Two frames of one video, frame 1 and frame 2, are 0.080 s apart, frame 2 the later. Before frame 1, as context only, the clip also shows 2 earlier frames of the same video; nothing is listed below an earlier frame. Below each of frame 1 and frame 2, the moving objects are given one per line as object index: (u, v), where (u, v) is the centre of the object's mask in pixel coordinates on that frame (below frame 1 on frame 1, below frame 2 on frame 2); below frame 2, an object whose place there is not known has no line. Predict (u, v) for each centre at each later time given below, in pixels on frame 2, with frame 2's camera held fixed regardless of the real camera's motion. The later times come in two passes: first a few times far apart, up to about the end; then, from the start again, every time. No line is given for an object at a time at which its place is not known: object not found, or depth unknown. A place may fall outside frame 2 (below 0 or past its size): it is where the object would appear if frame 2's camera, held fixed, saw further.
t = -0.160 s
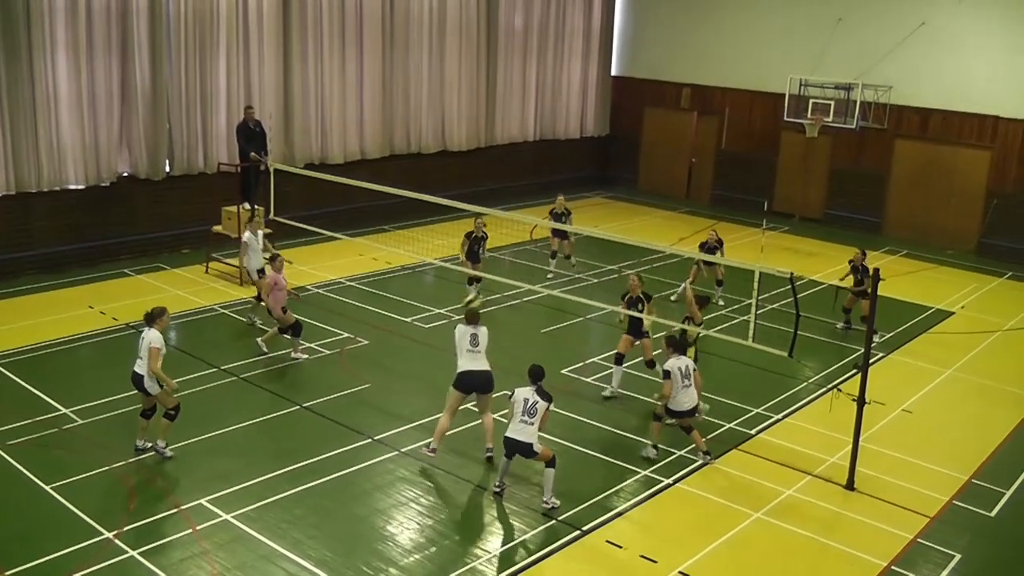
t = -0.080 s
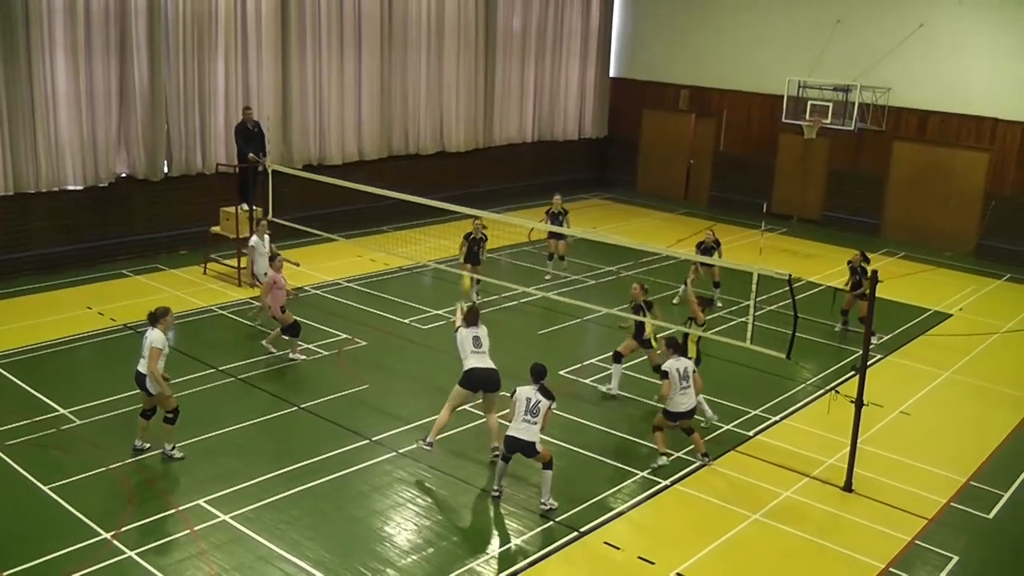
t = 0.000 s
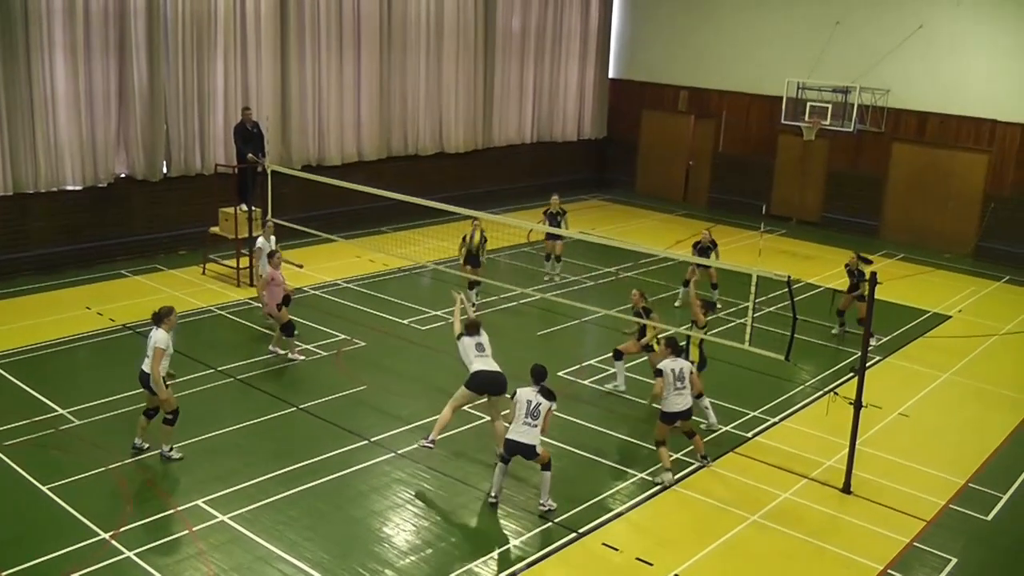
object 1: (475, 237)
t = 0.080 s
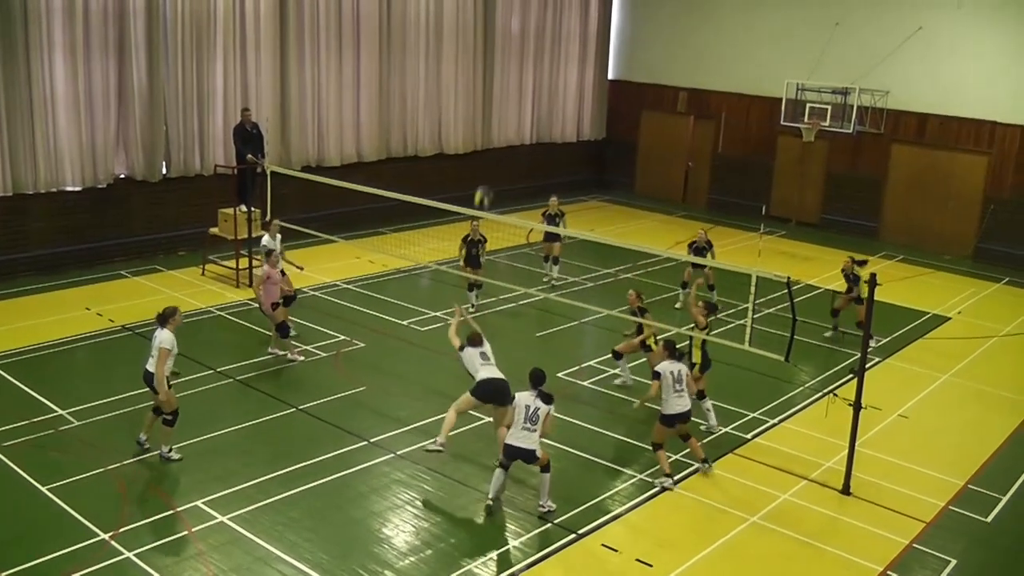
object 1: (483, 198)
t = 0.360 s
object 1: (513, 93)
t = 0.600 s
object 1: (533, 59)
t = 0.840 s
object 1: (551, 77)
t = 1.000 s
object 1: (560, 117)
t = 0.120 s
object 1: (487, 179)
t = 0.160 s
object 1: (491, 161)
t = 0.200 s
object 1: (496, 143)
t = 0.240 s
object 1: (499, 129)
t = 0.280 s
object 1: (504, 116)
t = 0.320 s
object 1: (508, 104)
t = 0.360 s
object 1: (513, 93)
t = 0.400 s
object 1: (516, 84)
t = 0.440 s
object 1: (519, 76)
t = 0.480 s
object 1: (523, 70)
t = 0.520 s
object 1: (527, 65)
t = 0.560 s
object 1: (530, 61)
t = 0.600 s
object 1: (533, 59)
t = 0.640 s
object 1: (535, 58)
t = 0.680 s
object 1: (539, 59)
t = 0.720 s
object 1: (542, 62)
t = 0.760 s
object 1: (545, 65)
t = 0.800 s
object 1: (548, 70)
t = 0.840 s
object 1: (551, 77)
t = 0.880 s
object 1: (552, 85)
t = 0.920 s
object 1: (555, 95)
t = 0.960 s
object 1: (558, 106)
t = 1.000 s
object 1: (560, 117)
